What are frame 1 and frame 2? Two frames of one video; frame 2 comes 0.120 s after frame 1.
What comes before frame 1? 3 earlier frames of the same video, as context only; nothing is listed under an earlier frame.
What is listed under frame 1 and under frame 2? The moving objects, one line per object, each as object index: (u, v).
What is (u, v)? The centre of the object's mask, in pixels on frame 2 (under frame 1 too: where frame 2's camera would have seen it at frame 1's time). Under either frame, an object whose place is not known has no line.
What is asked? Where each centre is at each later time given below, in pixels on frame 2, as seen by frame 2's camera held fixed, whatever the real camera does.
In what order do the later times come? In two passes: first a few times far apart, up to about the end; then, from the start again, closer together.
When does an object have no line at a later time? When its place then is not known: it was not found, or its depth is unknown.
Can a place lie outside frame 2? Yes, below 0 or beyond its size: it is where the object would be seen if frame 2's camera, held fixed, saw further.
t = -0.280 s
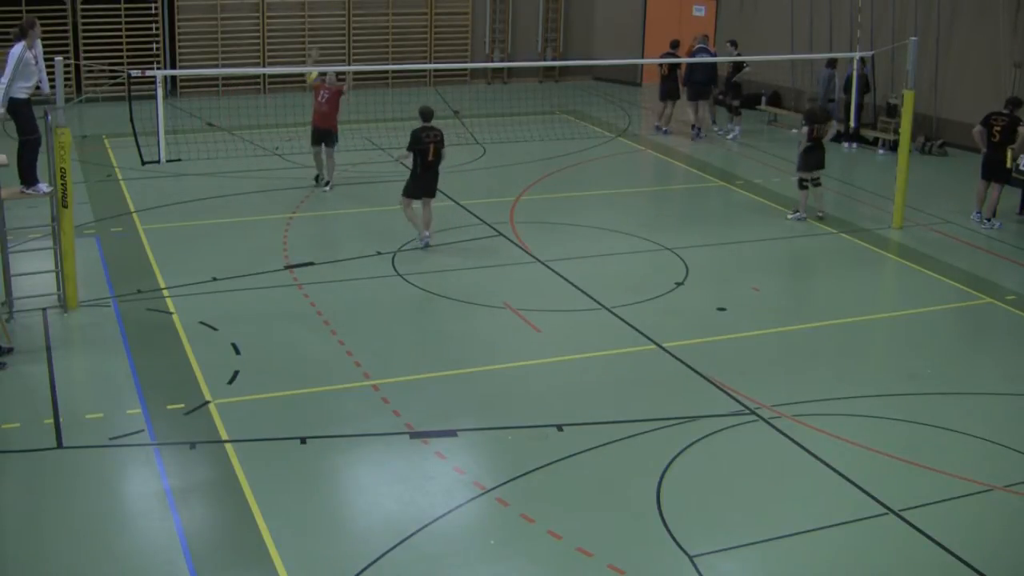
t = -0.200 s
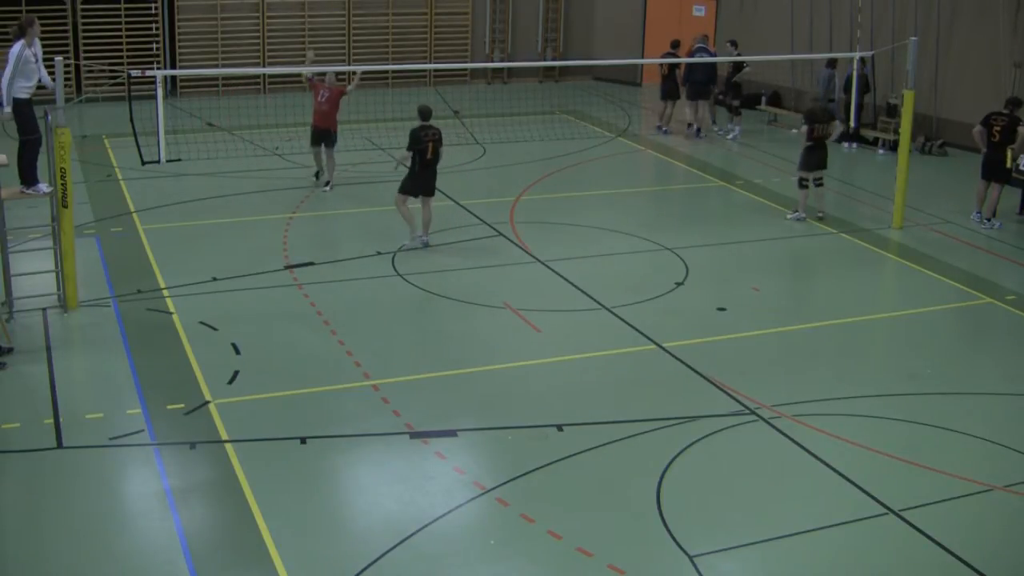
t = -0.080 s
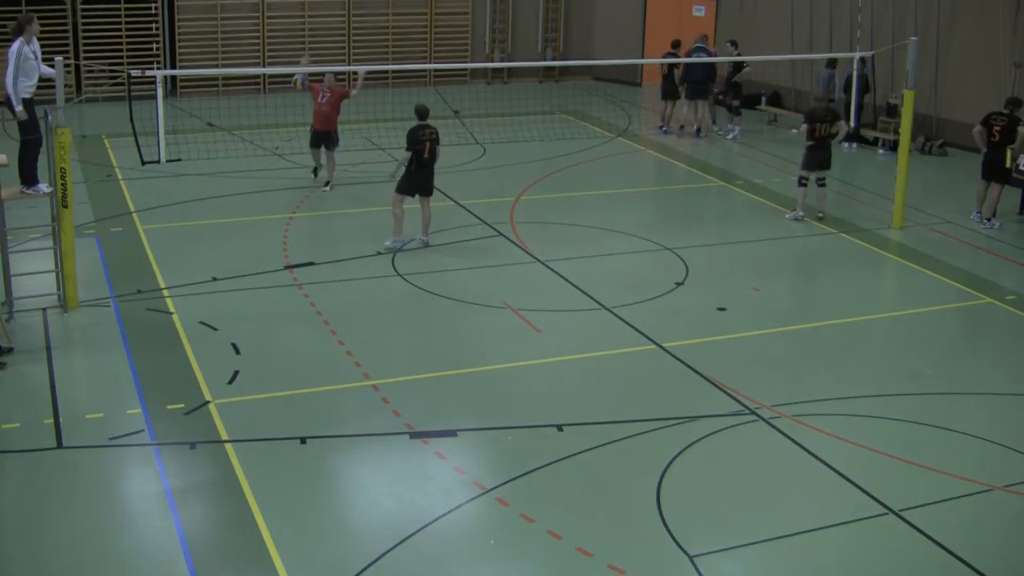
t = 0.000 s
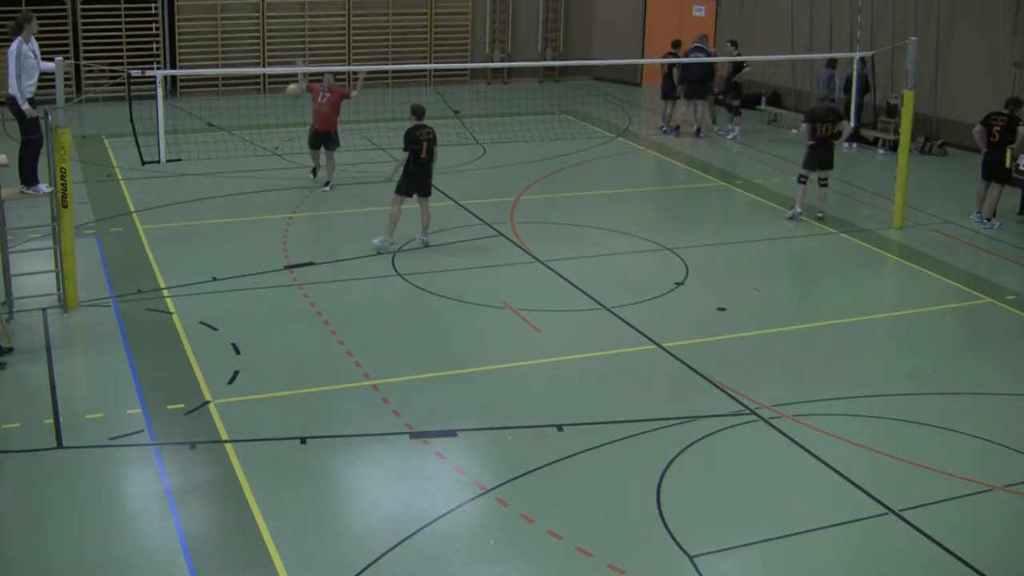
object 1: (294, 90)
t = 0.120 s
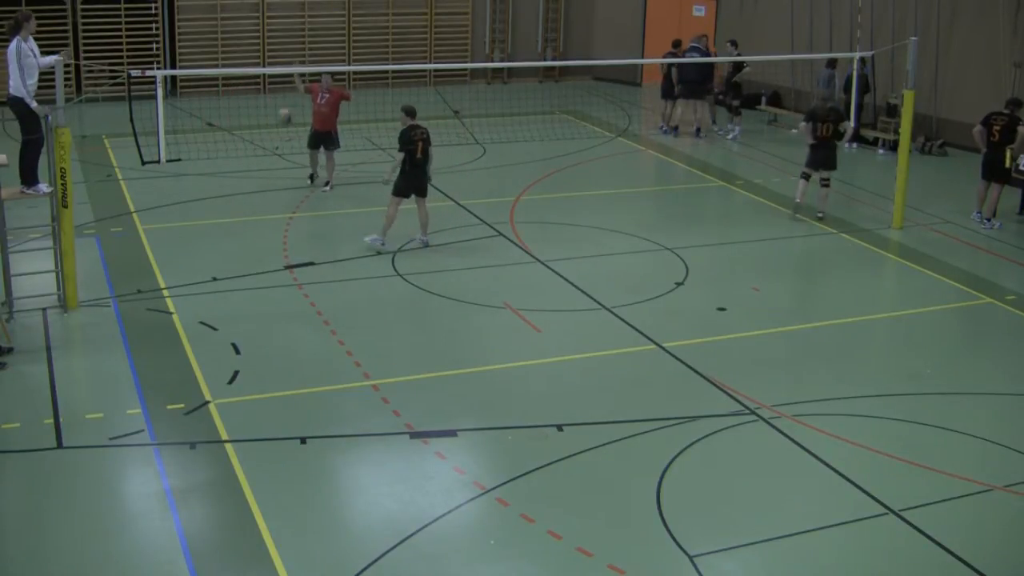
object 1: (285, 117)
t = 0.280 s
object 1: (275, 170)
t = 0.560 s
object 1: (251, 231)
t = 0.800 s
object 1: (222, 204)
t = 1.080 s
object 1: (187, 235)
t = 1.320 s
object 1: (157, 326)
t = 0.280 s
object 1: (275, 170)
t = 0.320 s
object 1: (271, 183)
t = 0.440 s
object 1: (264, 246)
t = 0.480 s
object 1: (259, 249)
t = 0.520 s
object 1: (256, 239)
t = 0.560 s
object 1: (251, 231)
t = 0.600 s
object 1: (245, 223)
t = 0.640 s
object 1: (242, 216)
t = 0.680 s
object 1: (236, 211)
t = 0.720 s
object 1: (232, 207)
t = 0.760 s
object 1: (227, 205)
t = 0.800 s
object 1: (222, 204)
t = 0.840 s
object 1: (216, 203)
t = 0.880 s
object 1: (213, 205)
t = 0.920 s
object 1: (207, 208)
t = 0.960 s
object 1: (201, 213)
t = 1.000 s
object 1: (196, 218)
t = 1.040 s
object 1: (191, 226)
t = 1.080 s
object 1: (187, 235)
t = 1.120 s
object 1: (182, 247)
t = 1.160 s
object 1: (177, 260)
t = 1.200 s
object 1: (172, 273)
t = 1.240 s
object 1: (168, 289)
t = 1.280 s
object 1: (162, 307)
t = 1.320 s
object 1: (157, 326)
